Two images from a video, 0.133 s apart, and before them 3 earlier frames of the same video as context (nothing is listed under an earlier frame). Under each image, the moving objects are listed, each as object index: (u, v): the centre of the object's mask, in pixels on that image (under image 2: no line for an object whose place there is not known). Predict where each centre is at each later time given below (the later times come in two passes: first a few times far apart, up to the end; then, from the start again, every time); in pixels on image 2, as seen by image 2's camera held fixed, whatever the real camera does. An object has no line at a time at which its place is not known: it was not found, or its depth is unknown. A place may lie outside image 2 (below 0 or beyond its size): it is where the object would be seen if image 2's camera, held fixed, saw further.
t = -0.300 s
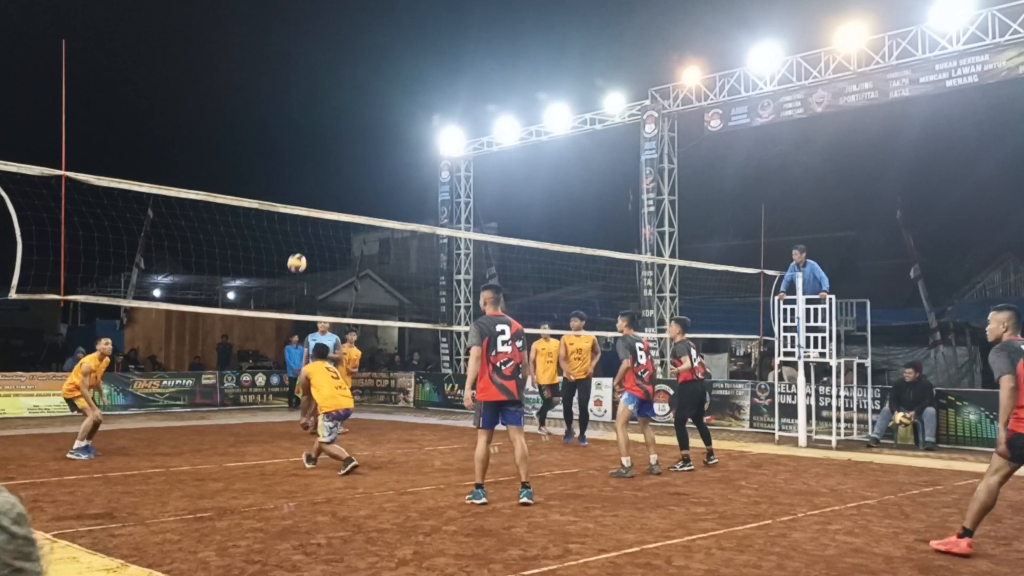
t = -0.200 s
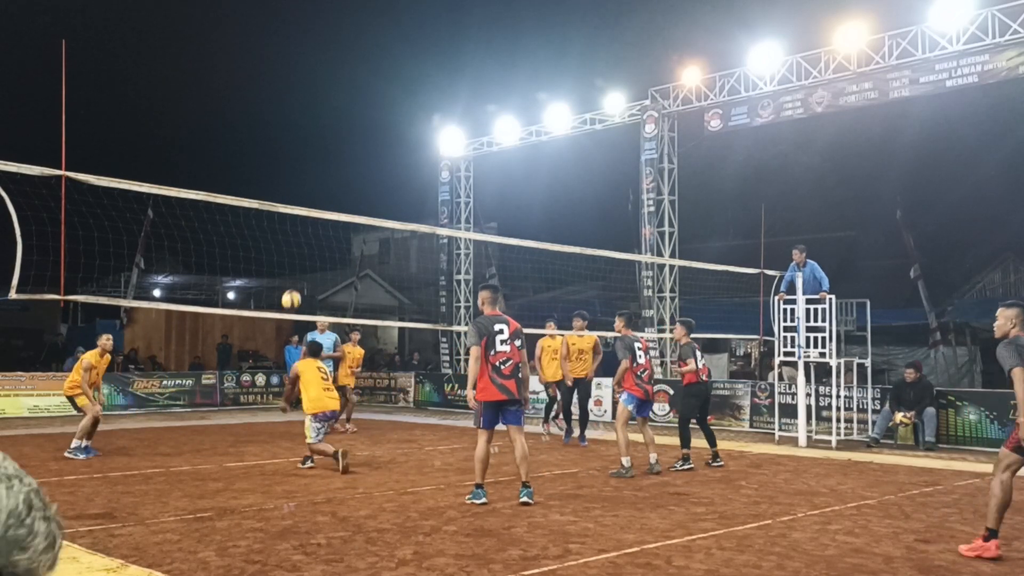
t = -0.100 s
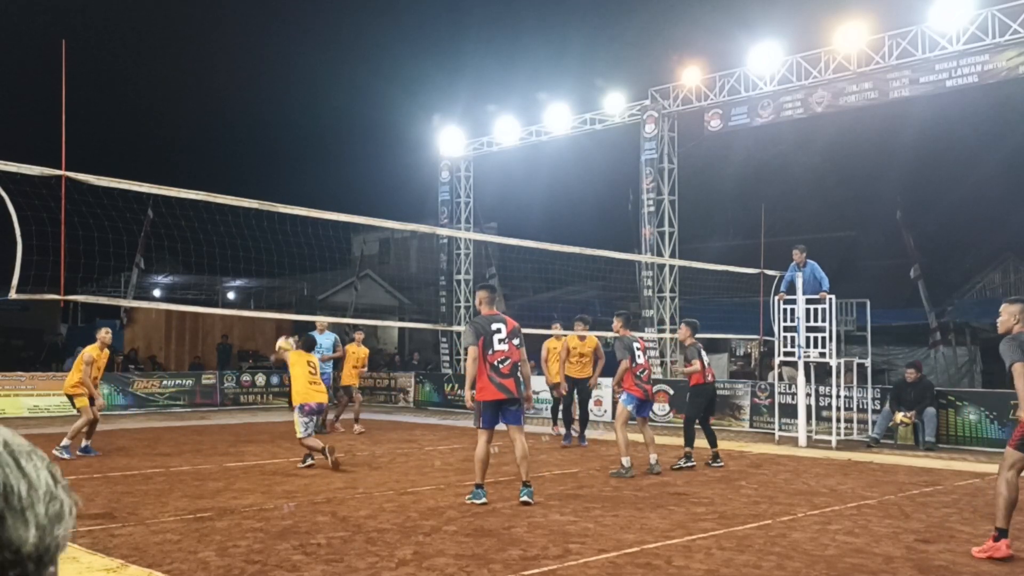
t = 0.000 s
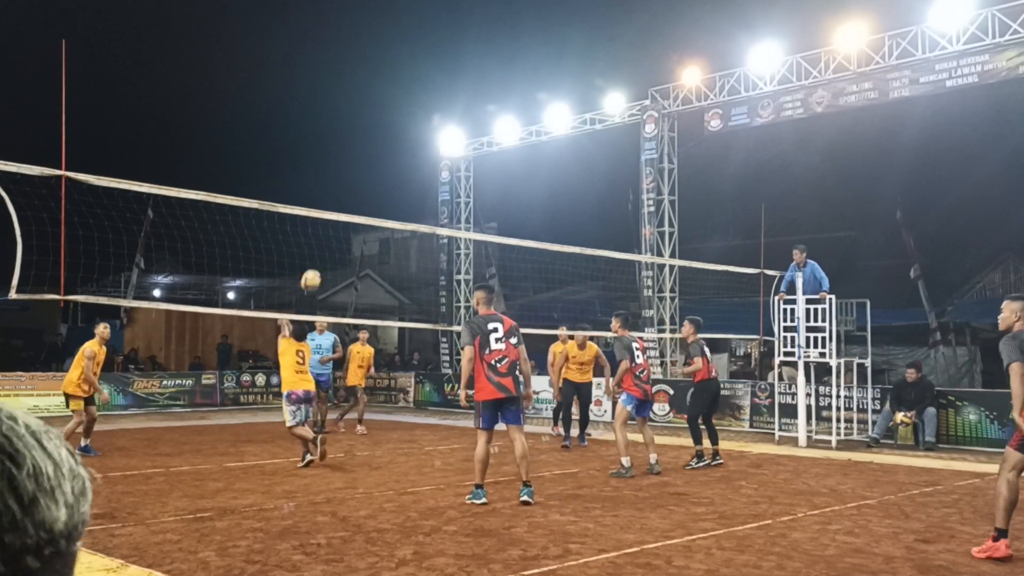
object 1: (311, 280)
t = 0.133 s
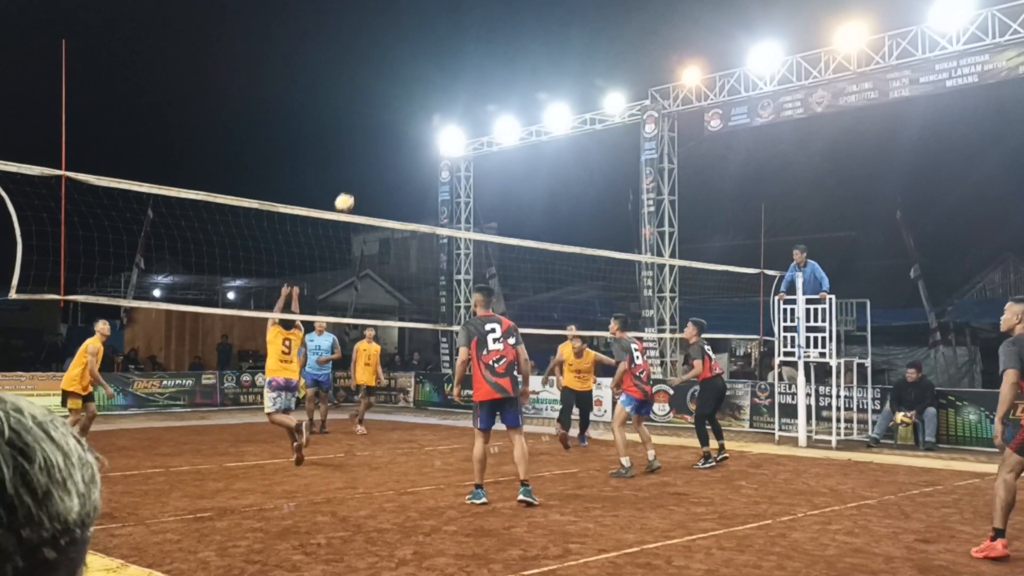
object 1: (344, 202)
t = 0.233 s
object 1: (367, 156)
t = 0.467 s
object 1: (417, 84)
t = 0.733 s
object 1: (469, 58)
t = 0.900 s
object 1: (499, 69)
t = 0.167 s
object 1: (352, 186)
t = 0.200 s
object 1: (359, 171)
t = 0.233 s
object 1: (367, 156)
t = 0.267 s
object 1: (374, 143)
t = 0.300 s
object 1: (382, 131)
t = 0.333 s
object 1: (389, 119)
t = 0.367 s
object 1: (396, 109)
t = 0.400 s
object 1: (403, 100)
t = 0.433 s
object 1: (410, 91)
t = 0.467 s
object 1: (417, 84)
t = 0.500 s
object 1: (424, 78)
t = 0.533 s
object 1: (430, 72)
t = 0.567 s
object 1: (437, 68)
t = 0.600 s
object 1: (443, 64)
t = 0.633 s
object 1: (450, 62)
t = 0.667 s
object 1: (456, 60)
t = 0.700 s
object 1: (462, 59)
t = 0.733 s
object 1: (469, 58)
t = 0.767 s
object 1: (475, 59)
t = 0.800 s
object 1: (481, 60)
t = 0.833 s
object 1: (487, 62)
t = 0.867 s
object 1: (493, 66)
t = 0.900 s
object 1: (499, 69)
